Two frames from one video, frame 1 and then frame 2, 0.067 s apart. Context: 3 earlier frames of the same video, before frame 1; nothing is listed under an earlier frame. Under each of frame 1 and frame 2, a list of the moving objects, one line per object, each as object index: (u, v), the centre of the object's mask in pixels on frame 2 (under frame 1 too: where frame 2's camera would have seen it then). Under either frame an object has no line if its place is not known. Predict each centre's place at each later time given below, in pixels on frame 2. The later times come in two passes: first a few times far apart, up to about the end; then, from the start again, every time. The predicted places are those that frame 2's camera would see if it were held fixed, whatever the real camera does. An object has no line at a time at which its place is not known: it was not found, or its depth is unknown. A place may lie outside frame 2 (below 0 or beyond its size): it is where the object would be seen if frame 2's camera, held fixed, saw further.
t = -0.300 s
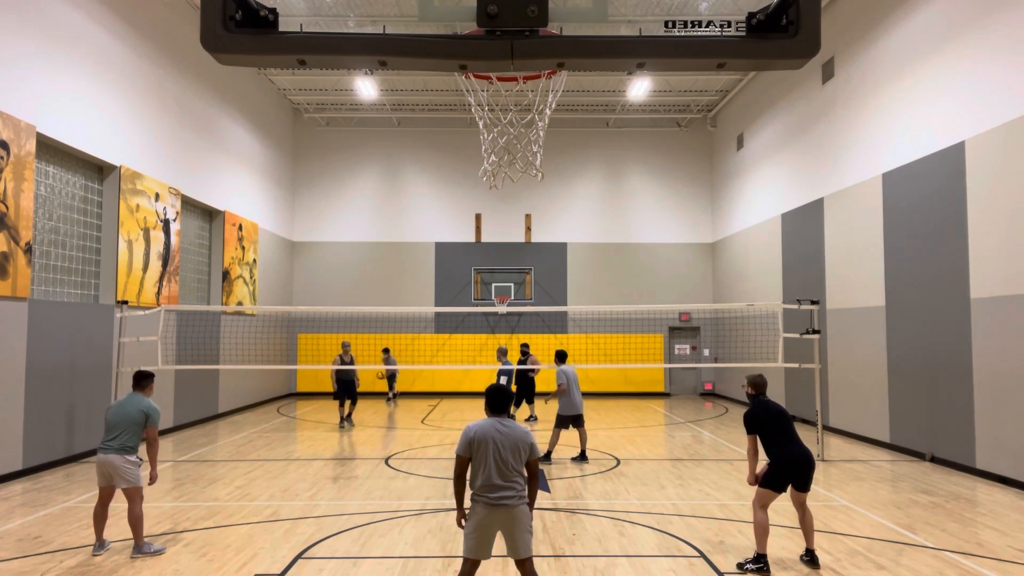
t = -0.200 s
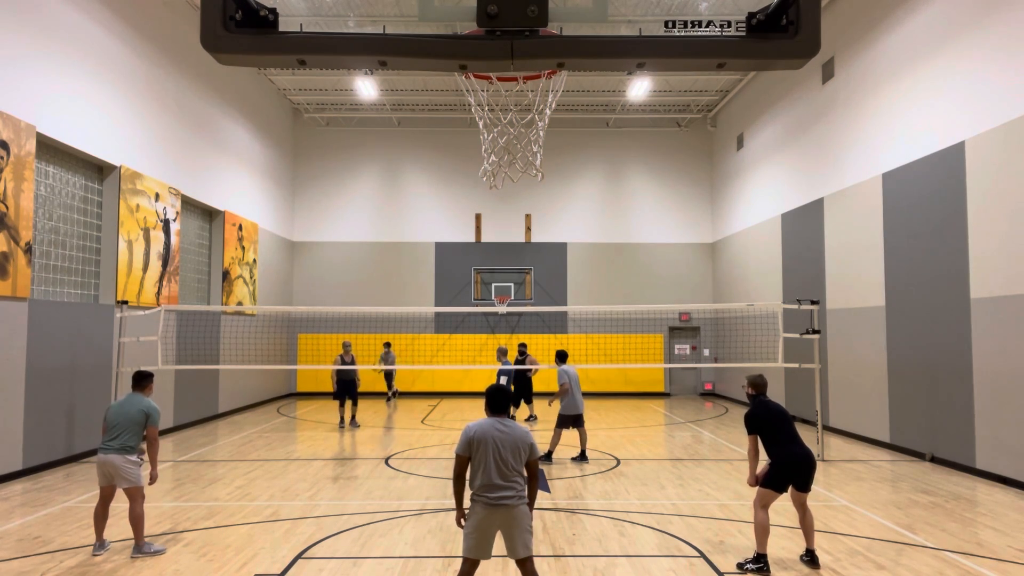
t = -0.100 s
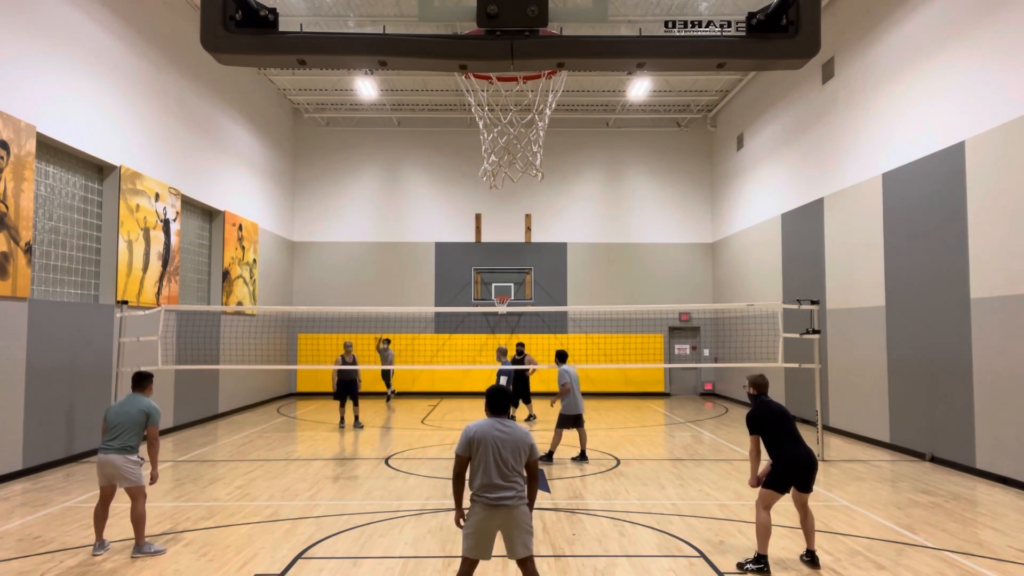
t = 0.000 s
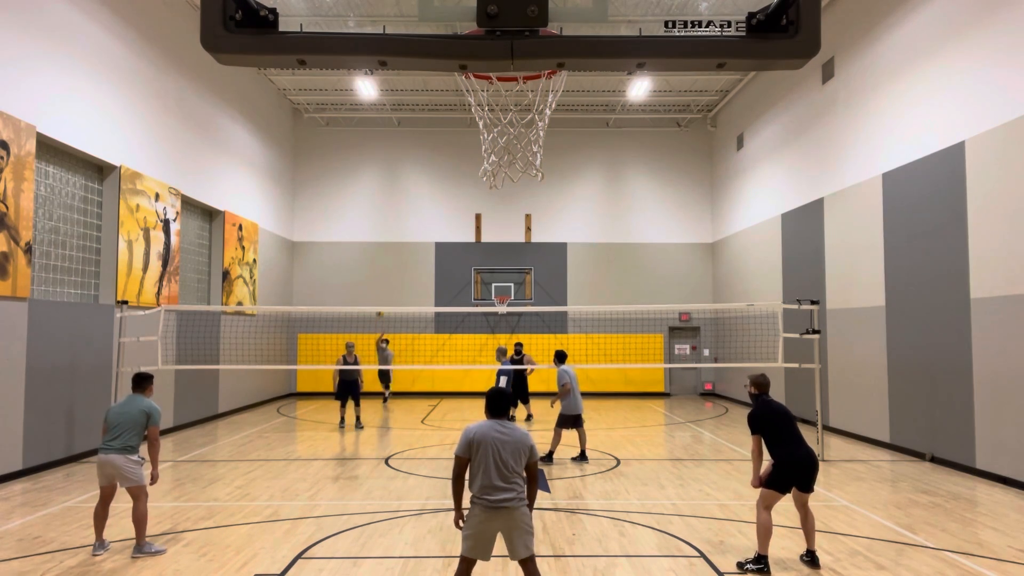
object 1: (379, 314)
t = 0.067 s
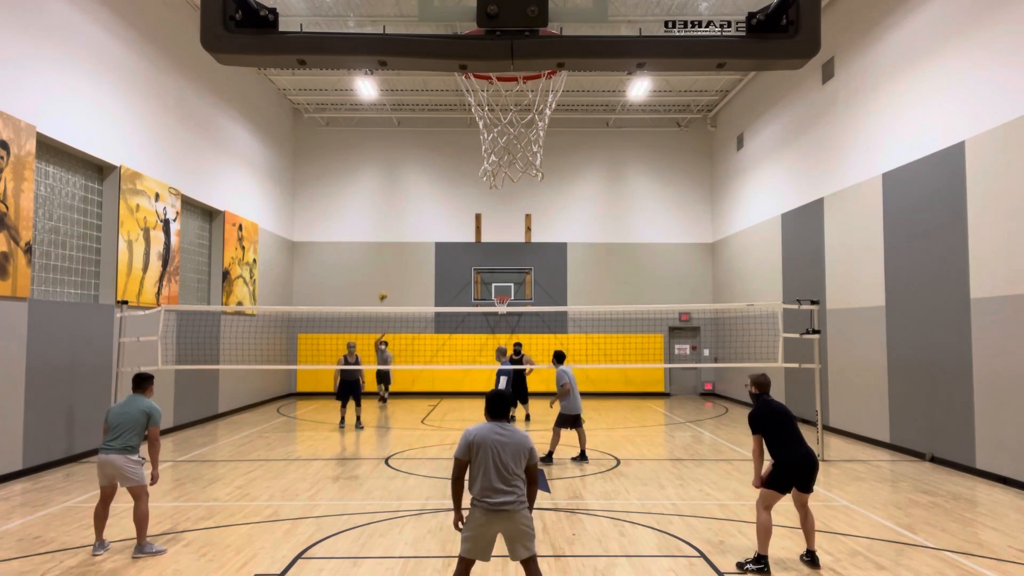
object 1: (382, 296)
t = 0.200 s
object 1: (387, 266)
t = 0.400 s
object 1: (395, 231)
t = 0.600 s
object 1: (406, 211)
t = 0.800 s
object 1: (422, 211)
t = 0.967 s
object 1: (439, 230)
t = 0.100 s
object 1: (383, 288)
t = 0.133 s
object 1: (384, 281)
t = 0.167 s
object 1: (386, 273)
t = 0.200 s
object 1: (387, 266)
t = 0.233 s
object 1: (388, 260)
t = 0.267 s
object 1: (389, 253)
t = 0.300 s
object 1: (391, 248)
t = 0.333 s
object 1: (392, 242)
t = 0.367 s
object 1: (393, 236)
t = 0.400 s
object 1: (395, 231)
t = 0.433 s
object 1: (396, 227)
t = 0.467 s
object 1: (398, 223)
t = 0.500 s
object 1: (400, 219)
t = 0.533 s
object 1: (402, 216)
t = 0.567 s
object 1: (404, 214)
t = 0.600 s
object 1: (406, 211)
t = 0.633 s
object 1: (409, 210)
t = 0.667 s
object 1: (411, 209)
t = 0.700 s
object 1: (413, 208)
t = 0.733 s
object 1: (416, 209)
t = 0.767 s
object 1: (419, 209)
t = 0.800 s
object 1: (422, 211)
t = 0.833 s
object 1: (425, 214)
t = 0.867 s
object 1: (429, 216)
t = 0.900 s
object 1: (432, 221)
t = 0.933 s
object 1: (435, 225)
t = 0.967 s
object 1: (439, 230)
